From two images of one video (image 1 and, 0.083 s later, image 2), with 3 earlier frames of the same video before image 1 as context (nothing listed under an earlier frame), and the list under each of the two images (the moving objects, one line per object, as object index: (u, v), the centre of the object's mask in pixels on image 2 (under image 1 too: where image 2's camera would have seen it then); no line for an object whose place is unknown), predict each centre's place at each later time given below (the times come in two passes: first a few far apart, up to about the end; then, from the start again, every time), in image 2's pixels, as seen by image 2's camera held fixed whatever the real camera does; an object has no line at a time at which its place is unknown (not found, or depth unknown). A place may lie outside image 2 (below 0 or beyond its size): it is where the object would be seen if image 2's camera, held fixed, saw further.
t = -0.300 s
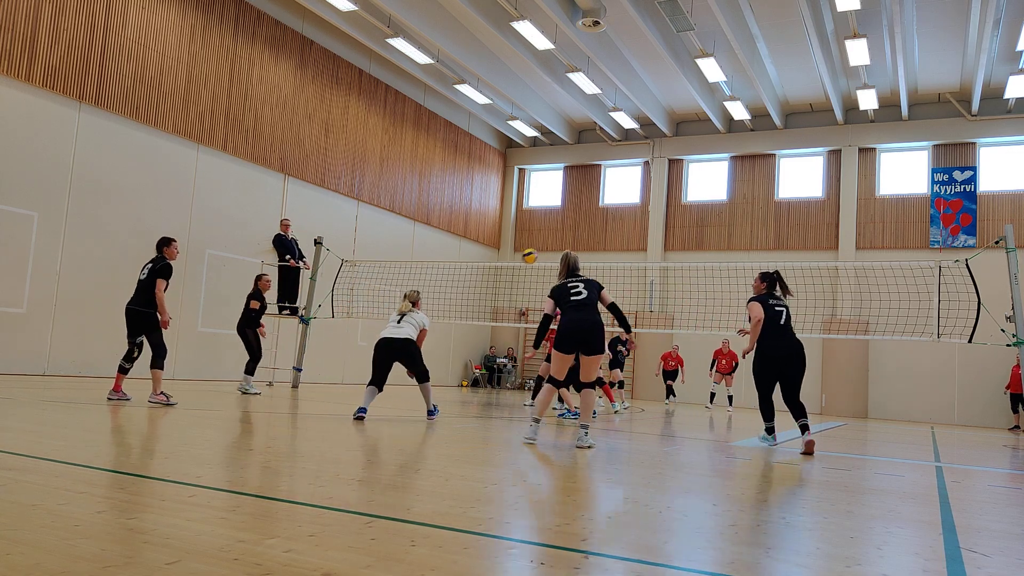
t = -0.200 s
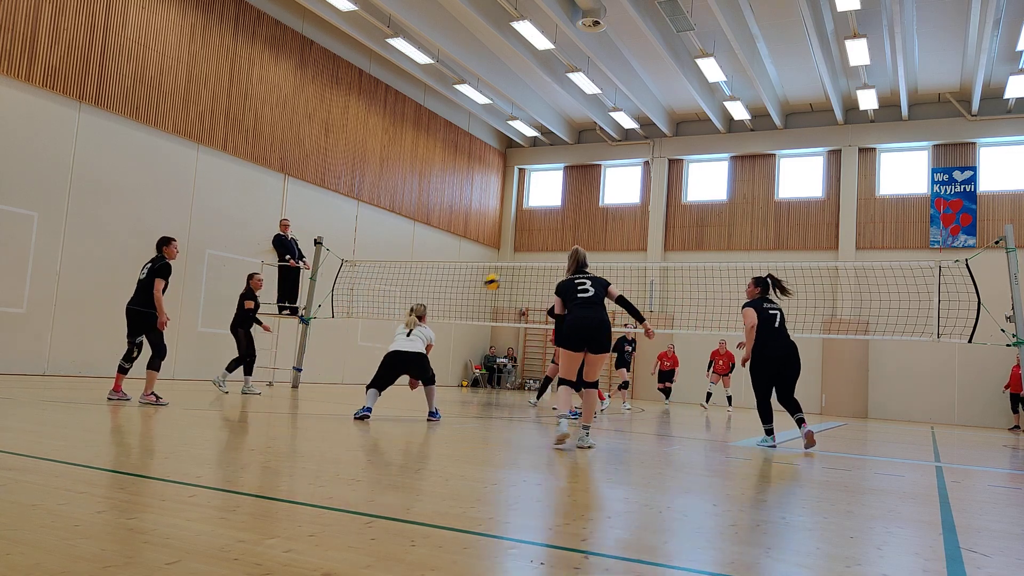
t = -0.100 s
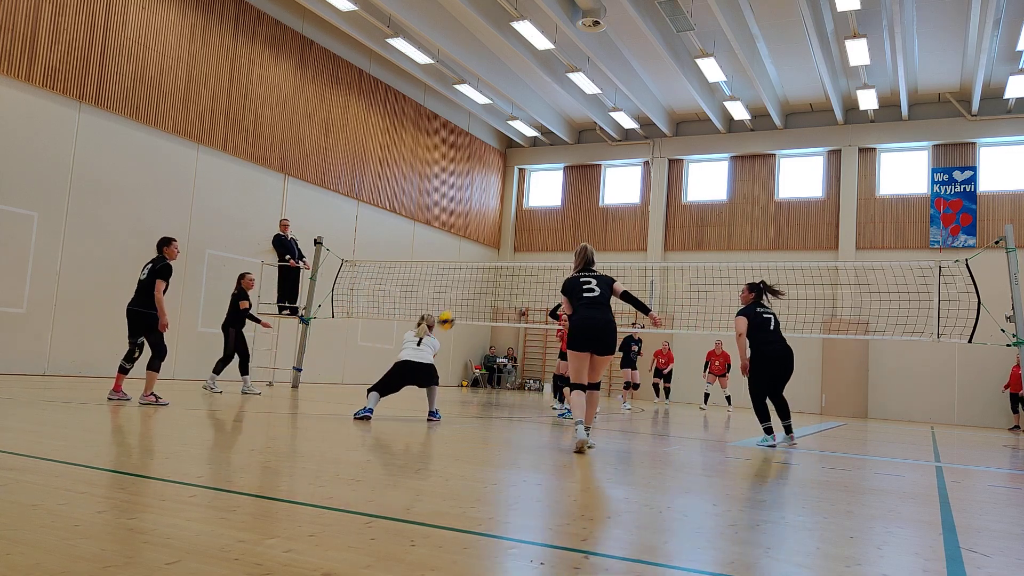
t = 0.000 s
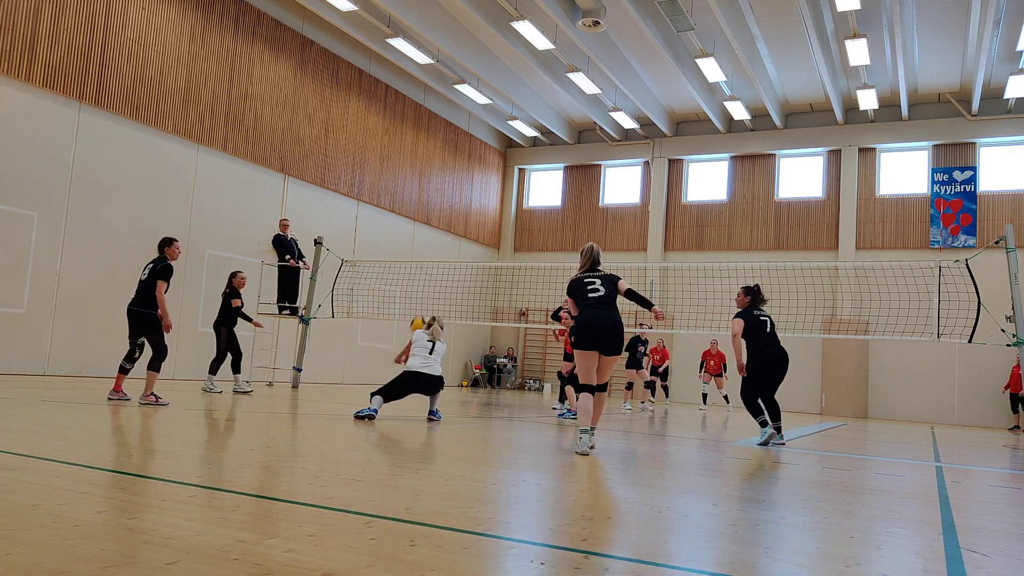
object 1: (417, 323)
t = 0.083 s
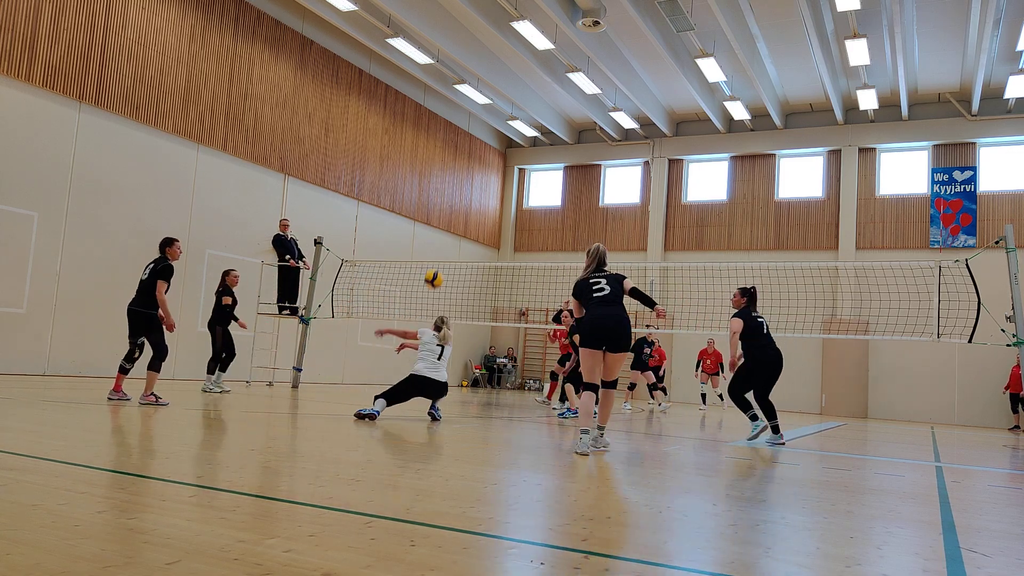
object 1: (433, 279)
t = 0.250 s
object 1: (457, 210)
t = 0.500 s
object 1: (486, 155)
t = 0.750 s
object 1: (508, 152)
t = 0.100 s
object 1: (435, 270)
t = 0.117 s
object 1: (438, 263)
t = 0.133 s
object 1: (441, 256)
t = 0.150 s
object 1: (444, 248)
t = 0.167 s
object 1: (446, 240)
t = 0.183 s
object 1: (449, 234)
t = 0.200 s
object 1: (452, 227)
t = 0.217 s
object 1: (453, 221)
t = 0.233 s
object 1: (455, 215)
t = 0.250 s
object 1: (457, 210)
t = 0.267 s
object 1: (459, 205)
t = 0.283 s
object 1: (462, 199)
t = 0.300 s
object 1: (464, 194)
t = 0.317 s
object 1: (466, 189)
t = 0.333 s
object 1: (467, 185)
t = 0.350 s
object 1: (469, 181)
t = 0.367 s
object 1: (472, 177)
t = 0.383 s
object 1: (474, 173)
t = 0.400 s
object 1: (476, 170)
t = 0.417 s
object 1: (477, 167)
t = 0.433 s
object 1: (479, 164)
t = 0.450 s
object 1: (481, 162)
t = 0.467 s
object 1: (483, 159)
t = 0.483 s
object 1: (485, 157)
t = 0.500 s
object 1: (486, 155)
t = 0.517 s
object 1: (488, 153)
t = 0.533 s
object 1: (490, 151)
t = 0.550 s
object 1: (491, 150)
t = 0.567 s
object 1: (493, 149)
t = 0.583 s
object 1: (495, 149)
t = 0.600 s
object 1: (496, 148)
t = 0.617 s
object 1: (497, 148)
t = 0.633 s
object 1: (499, 148)
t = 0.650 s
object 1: (500, 148)
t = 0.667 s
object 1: (502, 148)
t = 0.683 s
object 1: (503, 148)
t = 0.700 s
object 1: (504, 149)
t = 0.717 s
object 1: (506, 150)
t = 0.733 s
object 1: (507, 151)
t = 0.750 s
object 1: (508, 152)
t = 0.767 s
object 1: (510, 154)
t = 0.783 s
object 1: (511, 155)
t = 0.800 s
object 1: (512, 157)
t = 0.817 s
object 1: (513, 159)
